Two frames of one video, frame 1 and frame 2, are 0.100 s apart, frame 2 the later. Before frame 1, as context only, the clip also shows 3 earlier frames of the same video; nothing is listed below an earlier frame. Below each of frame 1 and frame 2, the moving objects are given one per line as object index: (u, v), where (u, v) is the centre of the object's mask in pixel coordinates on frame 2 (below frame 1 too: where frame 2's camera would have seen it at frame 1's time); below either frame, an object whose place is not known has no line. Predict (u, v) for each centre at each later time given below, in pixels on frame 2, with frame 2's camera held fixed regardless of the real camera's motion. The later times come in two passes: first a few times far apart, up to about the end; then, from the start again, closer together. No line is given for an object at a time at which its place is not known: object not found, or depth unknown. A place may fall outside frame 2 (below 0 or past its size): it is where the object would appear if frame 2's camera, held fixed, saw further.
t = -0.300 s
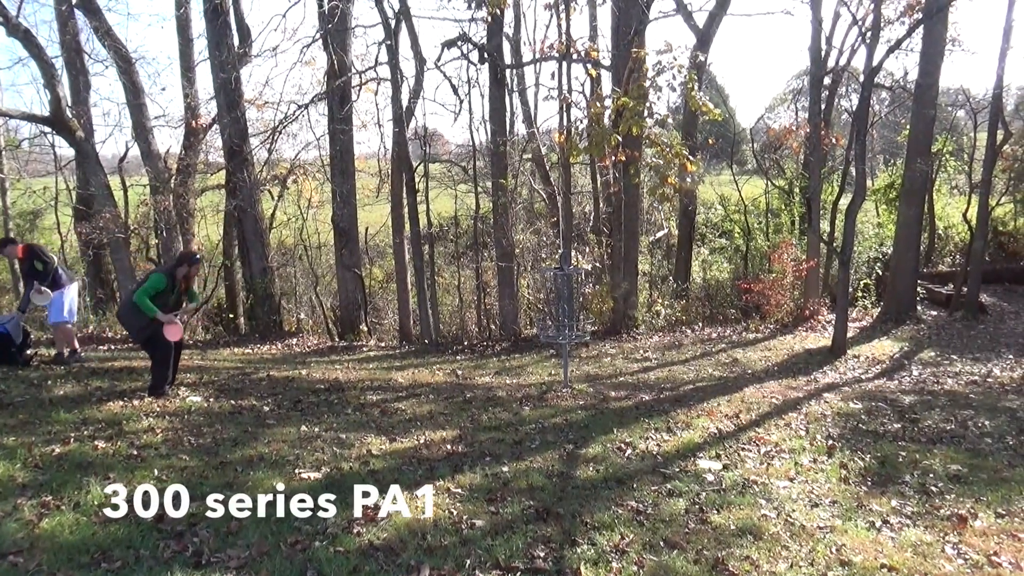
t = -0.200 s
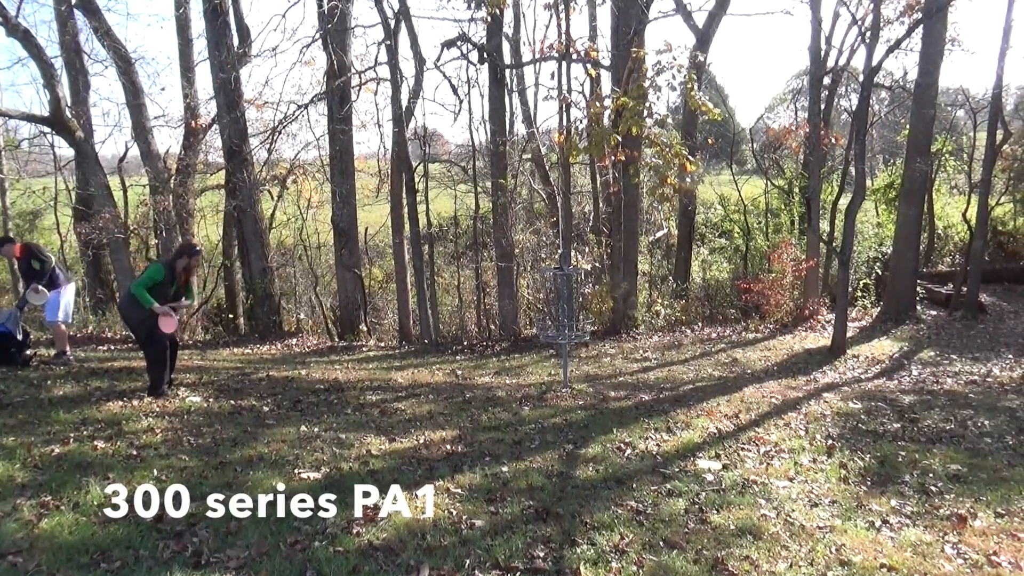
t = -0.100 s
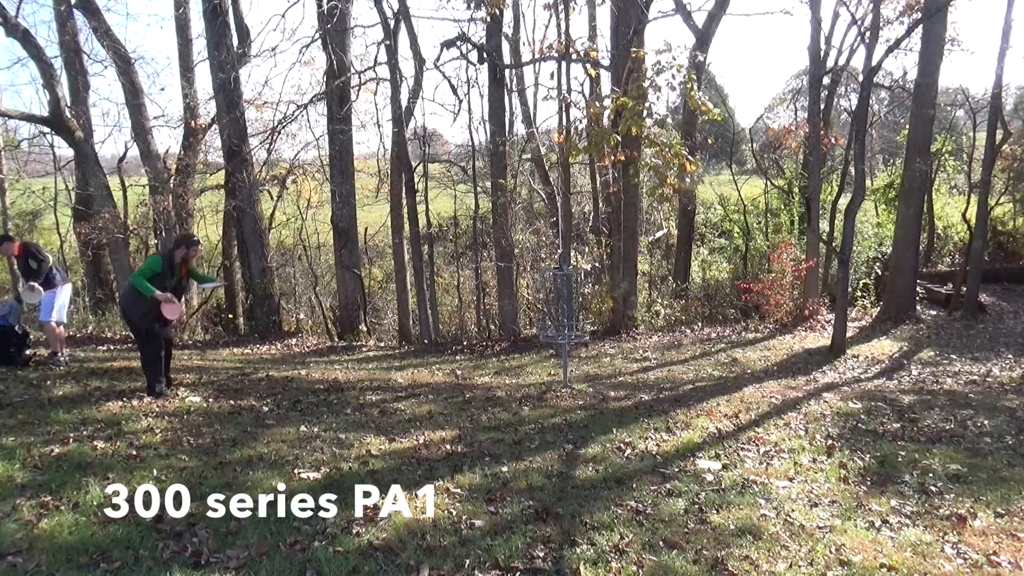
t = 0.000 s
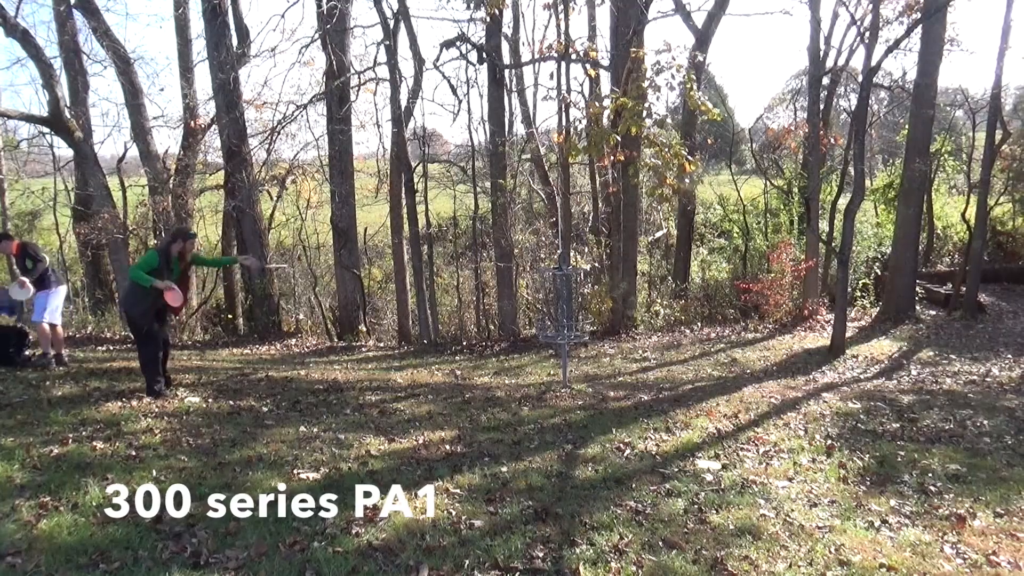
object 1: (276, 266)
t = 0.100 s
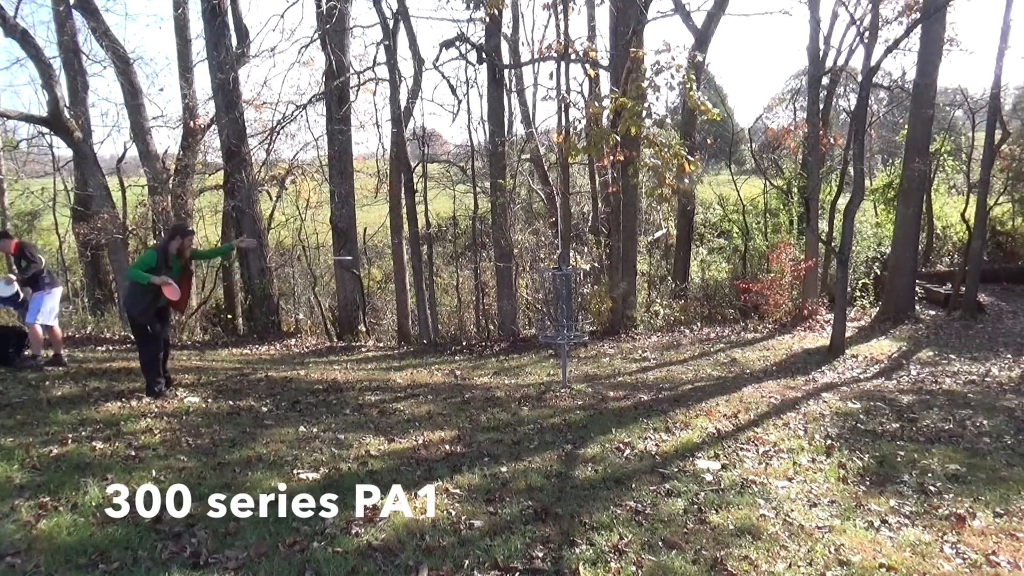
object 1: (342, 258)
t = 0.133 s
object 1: (363, 258)
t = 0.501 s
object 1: (557, 308)
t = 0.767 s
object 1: (555, 326)
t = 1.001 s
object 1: (553, 327)
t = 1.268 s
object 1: (551, 327)
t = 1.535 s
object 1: (554, 328)
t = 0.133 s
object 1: (363, 258)
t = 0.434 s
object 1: (539, 292)
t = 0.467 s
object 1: (549, 296)
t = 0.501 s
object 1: (557, 308)
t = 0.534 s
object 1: (558, 313)
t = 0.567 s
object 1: (560, 314)
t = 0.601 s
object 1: (559, 317)
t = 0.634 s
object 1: (556, 320)
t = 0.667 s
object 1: (556, 321)
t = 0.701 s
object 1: (556, 322)
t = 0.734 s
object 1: (556, 324)
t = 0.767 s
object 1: (555, 326)
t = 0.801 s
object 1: (554, 328)
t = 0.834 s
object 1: (554, 328)
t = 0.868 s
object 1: (552, 328)
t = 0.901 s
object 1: (553, 327)
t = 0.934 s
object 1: (552, 327)
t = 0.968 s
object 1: (553, 327)
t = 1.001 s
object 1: (553, 327)
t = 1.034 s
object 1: (553, 327)
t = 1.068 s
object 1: (553, 326)
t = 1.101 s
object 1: (553, 326)
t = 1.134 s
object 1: (552, 326)
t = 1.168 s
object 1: (552, 327)
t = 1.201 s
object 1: (552, 327)
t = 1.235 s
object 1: (551, 327)
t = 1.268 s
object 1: (551, 327)
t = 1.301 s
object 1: (553, 327)
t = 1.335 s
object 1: (554, 326)
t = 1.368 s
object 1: (554, 327)
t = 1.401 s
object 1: (555, 326)
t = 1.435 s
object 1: (553, 328)
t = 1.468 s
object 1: (553, 330)
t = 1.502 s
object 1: (552, 330)
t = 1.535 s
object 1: (554, 328)
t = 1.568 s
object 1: (553, 330)
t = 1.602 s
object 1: (553, 330)
